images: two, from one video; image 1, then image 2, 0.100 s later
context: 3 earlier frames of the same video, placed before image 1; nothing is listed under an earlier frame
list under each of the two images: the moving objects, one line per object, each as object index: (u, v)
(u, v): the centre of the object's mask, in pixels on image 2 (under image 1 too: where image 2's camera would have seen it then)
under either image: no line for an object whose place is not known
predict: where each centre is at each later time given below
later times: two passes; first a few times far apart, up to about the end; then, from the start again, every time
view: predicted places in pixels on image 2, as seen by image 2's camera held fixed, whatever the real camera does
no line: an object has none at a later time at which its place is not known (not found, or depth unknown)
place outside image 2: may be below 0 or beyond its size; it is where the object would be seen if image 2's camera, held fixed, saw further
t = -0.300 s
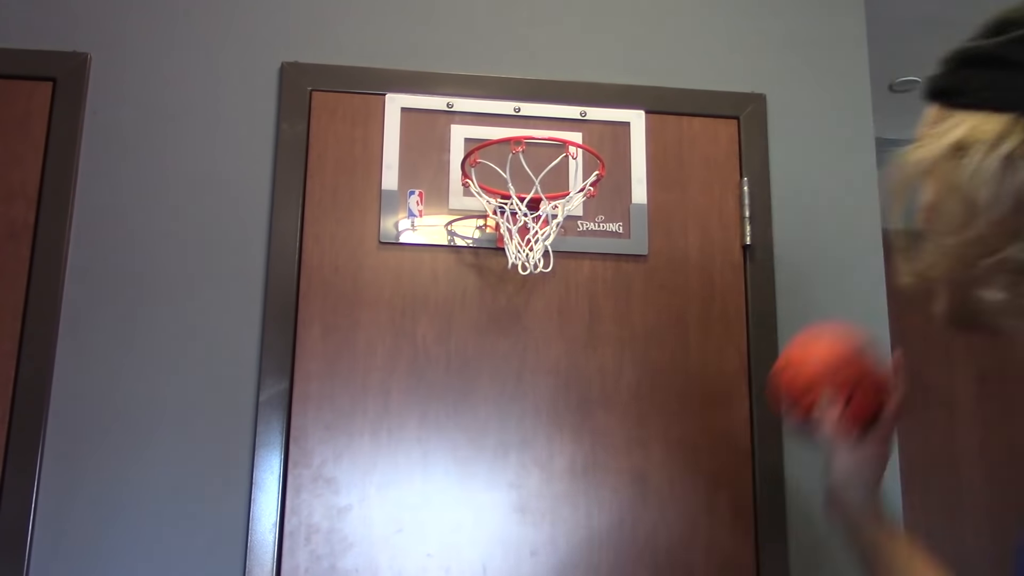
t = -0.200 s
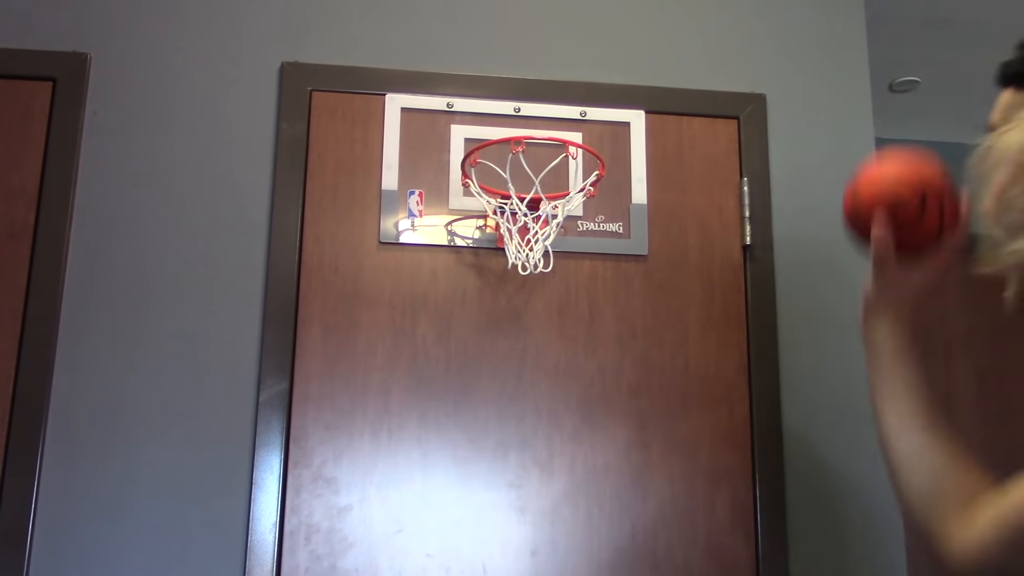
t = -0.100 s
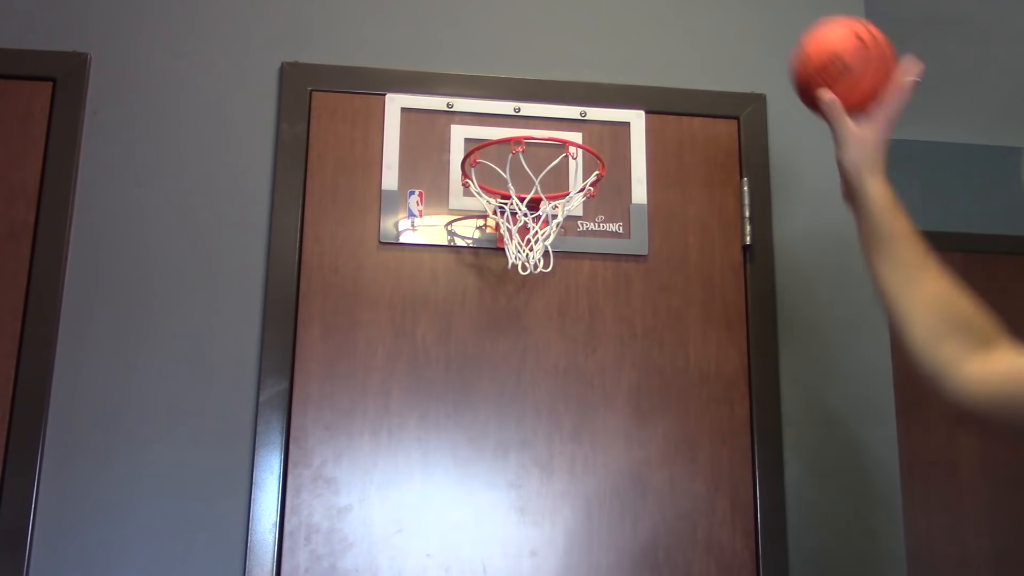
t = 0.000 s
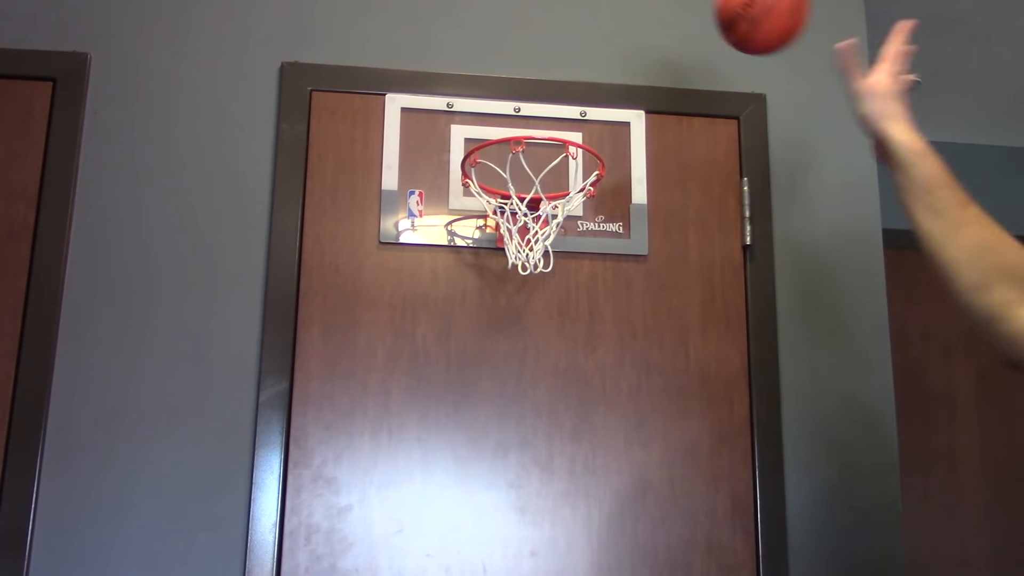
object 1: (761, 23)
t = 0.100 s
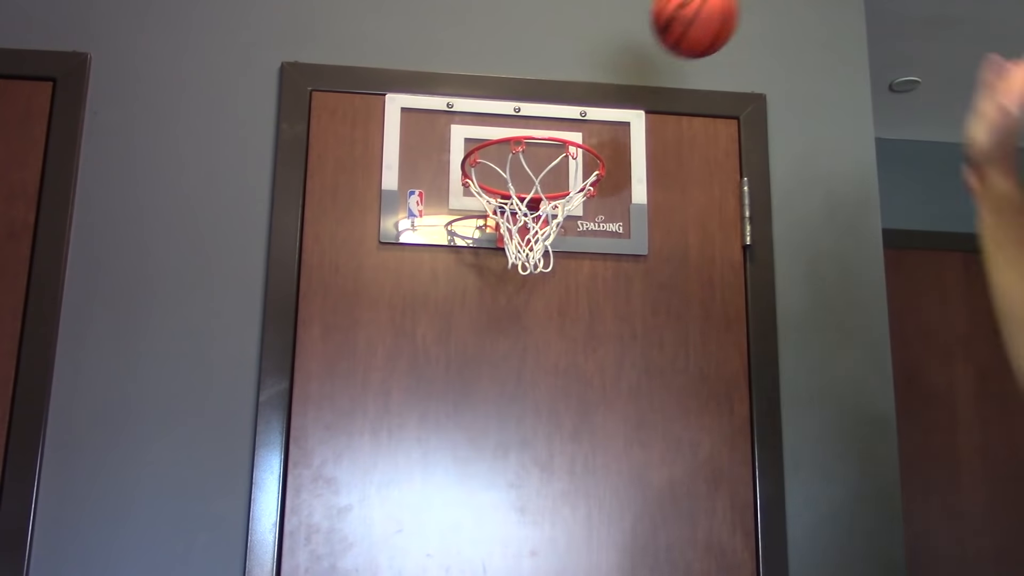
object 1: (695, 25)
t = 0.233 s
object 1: (620, 107)
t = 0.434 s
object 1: (578, 143)
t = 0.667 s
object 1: (546, 184)
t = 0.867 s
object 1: (498, 474)
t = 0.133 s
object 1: (675, 33)
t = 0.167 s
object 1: (656, 49)
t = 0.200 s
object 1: (638, 74)
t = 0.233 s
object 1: (620, 107)
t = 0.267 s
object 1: (602, 144)
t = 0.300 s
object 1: (595, 146)
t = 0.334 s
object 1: (588, 149)
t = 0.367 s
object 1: (582, 149)
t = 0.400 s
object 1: (580, 143)
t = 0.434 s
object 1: (578, 143)
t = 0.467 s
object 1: (578, 148)
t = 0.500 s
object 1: (580, 142)
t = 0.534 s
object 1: (568, 145)
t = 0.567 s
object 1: (565, 149)
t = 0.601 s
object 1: (560, 154)
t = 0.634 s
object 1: (549, 169)
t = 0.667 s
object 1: (546, 184)
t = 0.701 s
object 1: (541, 214)
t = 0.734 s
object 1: (532, 254)
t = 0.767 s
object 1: (523, 296)
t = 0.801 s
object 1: (515, 345)
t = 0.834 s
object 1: (507, 404)
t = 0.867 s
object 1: (498, 474)
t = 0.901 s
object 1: (491, 545)
